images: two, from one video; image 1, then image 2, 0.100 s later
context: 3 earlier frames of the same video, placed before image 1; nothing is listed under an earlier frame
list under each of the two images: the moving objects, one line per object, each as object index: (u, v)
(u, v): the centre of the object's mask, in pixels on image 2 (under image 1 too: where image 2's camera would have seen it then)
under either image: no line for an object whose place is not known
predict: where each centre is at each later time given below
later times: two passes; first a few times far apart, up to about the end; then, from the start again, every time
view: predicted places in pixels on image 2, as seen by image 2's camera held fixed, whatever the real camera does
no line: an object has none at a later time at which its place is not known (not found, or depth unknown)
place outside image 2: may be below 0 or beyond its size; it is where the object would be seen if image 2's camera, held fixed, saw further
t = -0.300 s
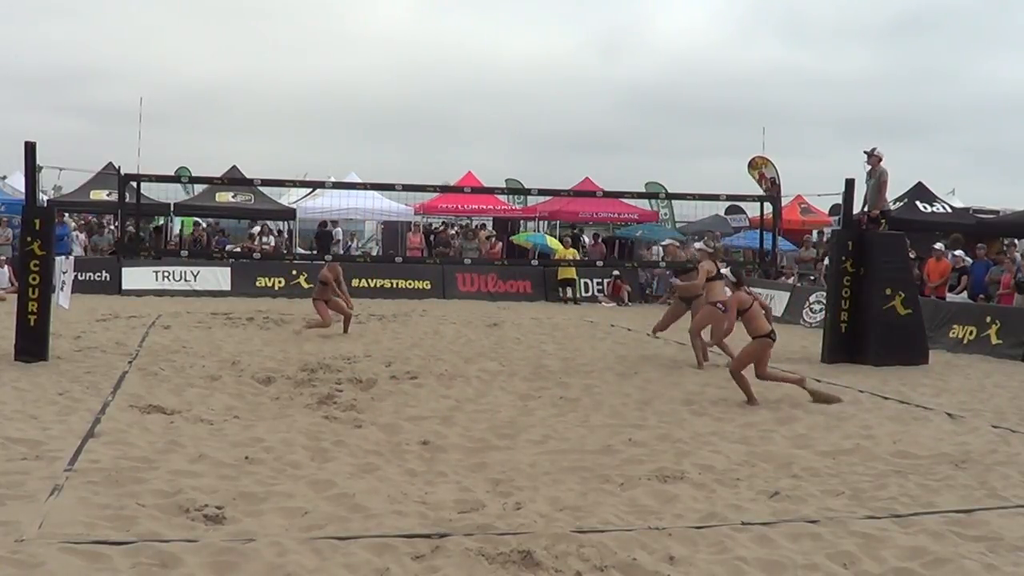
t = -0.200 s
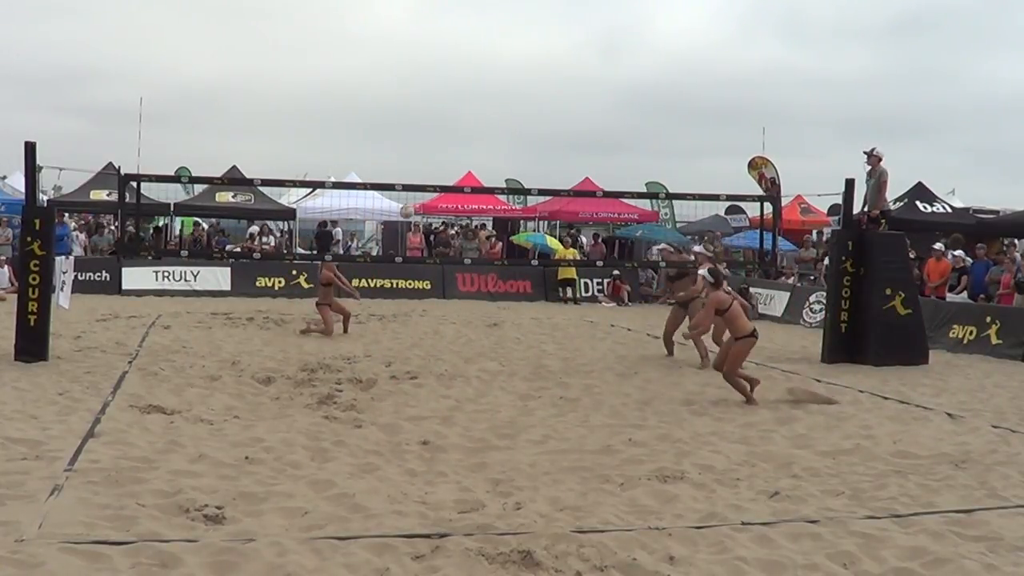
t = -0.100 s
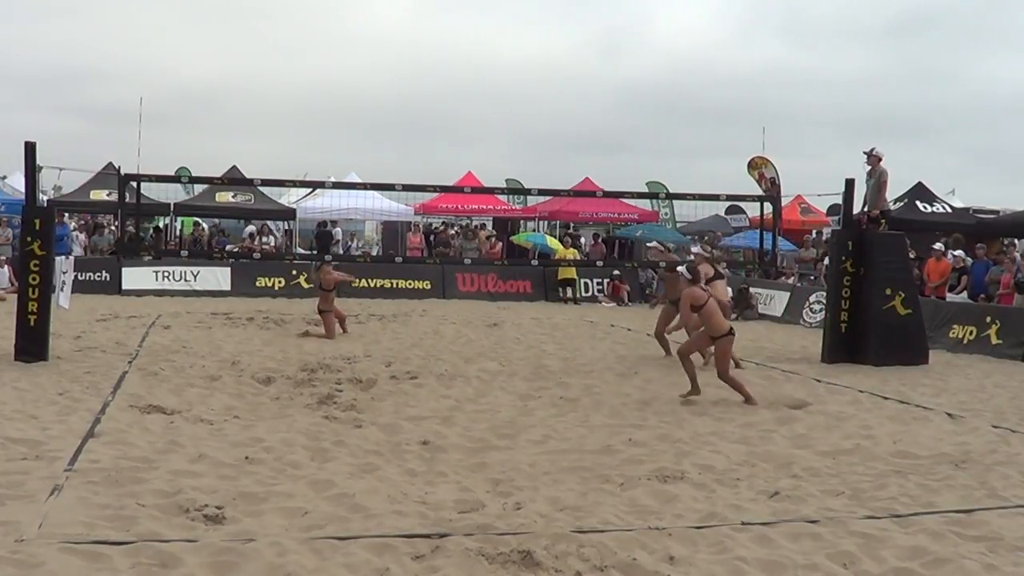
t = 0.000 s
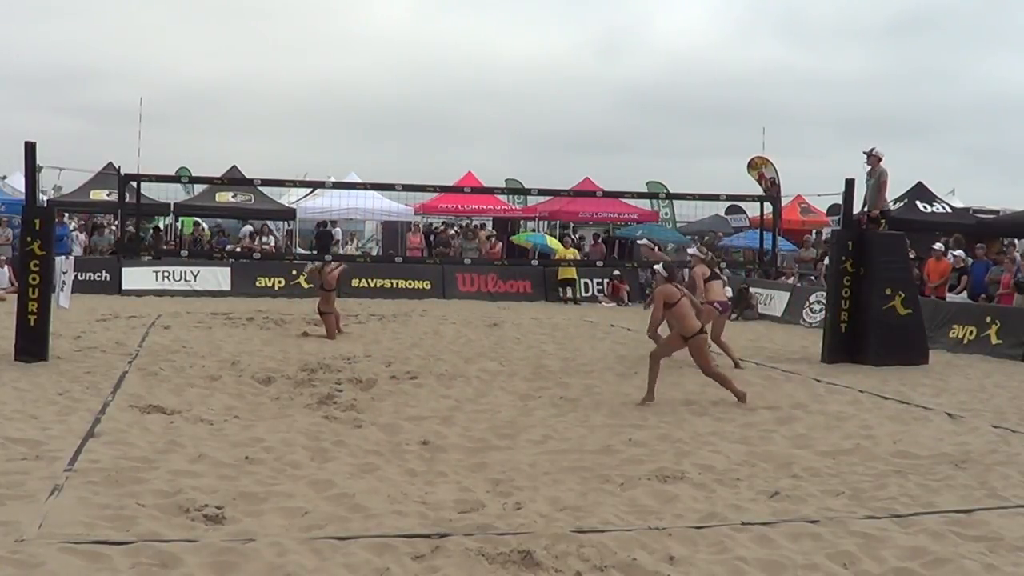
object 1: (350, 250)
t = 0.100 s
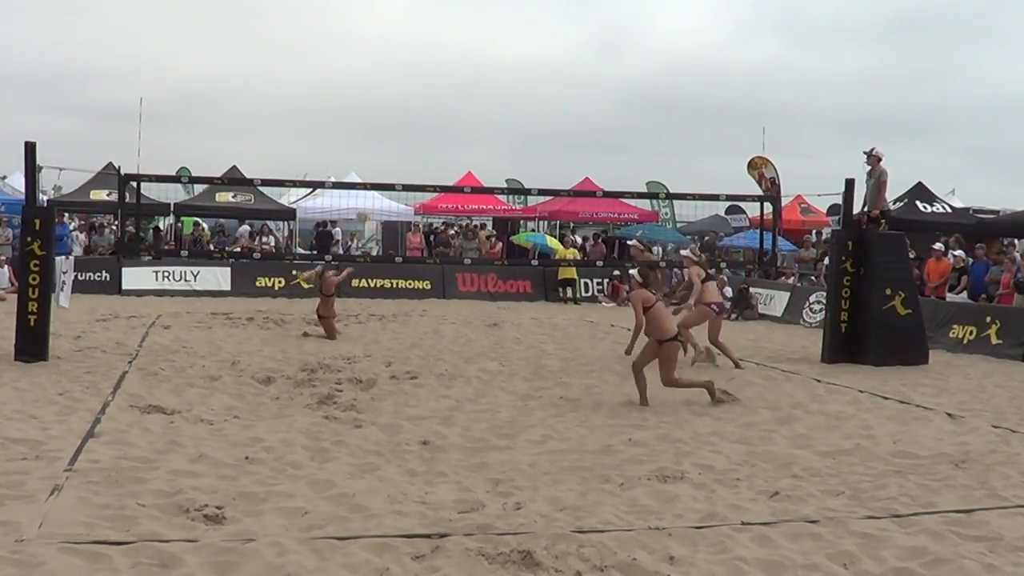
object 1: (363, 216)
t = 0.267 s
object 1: (389, 165)
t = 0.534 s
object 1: (431, 118)
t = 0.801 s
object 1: (473, 117)
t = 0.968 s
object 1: (501, 142)
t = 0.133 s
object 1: (368, 204)
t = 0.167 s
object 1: (373, 195)
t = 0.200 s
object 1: (378, 180)
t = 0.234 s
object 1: (383, 174)
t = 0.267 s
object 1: (389, 165)
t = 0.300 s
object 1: (394, 157)
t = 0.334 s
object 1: (399, 150)
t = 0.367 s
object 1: (404, 143)
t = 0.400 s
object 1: (409, 136)
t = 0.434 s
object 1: (414, 131)
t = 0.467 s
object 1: (420, 126)
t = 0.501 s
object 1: (425, 121)
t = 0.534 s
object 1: (431, 118)
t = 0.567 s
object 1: (436, 115)
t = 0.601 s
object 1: (441, 113)
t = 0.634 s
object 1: (446, 111)
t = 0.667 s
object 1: (452, 111)
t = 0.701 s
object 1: (457, 111)
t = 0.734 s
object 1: (462, 112)
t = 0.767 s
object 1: (468, 114)
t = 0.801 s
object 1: (473, 117)
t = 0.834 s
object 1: (479, 120)
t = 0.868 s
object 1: (485, 124)
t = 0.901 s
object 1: (490, 129)
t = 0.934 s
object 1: (496, 135)
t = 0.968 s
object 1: (501, 142)
